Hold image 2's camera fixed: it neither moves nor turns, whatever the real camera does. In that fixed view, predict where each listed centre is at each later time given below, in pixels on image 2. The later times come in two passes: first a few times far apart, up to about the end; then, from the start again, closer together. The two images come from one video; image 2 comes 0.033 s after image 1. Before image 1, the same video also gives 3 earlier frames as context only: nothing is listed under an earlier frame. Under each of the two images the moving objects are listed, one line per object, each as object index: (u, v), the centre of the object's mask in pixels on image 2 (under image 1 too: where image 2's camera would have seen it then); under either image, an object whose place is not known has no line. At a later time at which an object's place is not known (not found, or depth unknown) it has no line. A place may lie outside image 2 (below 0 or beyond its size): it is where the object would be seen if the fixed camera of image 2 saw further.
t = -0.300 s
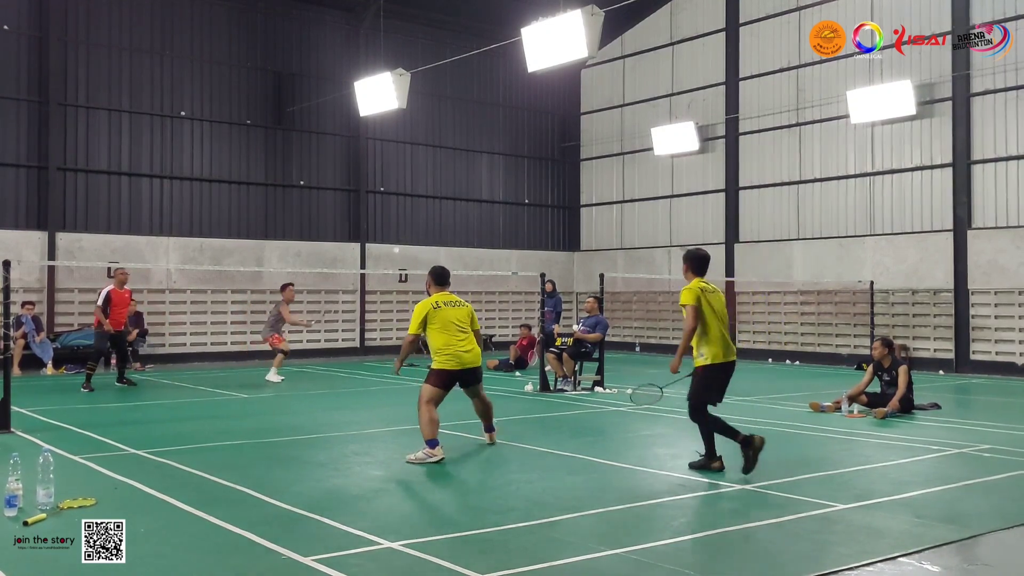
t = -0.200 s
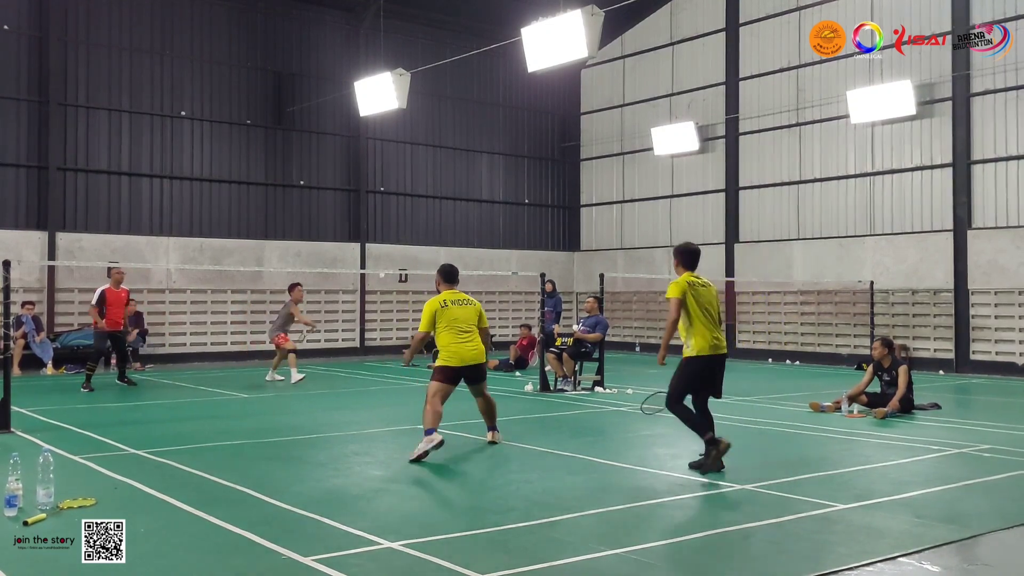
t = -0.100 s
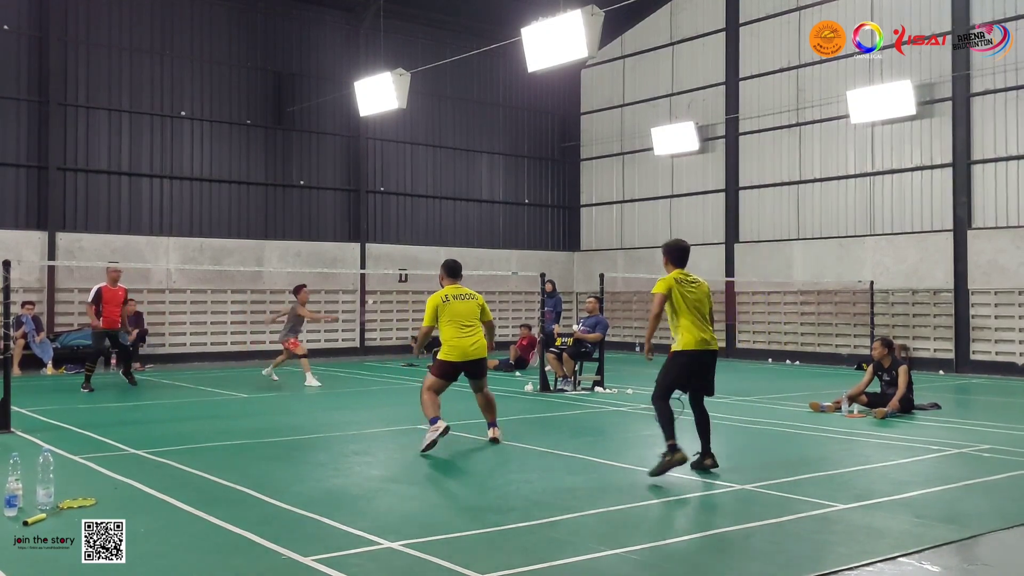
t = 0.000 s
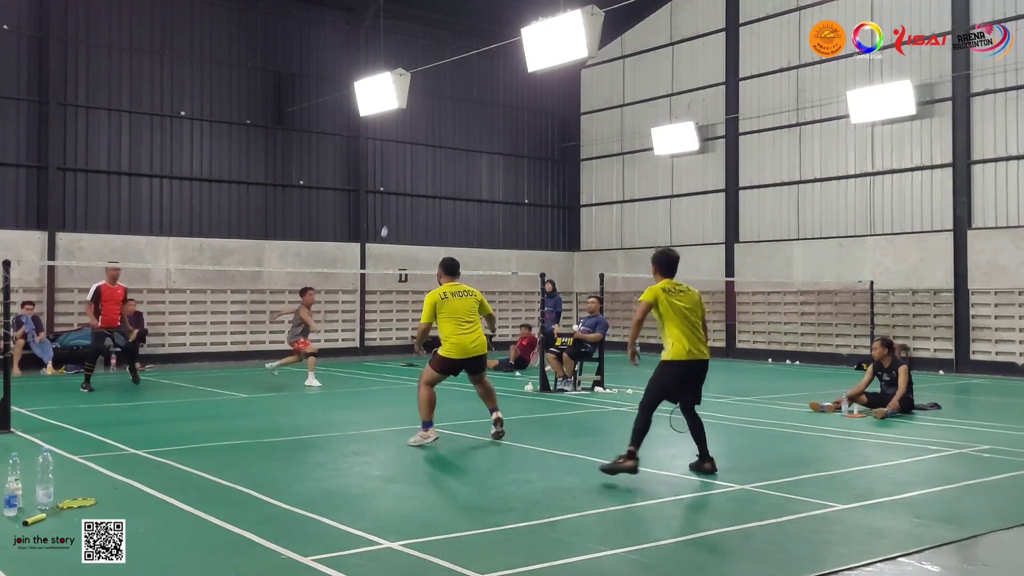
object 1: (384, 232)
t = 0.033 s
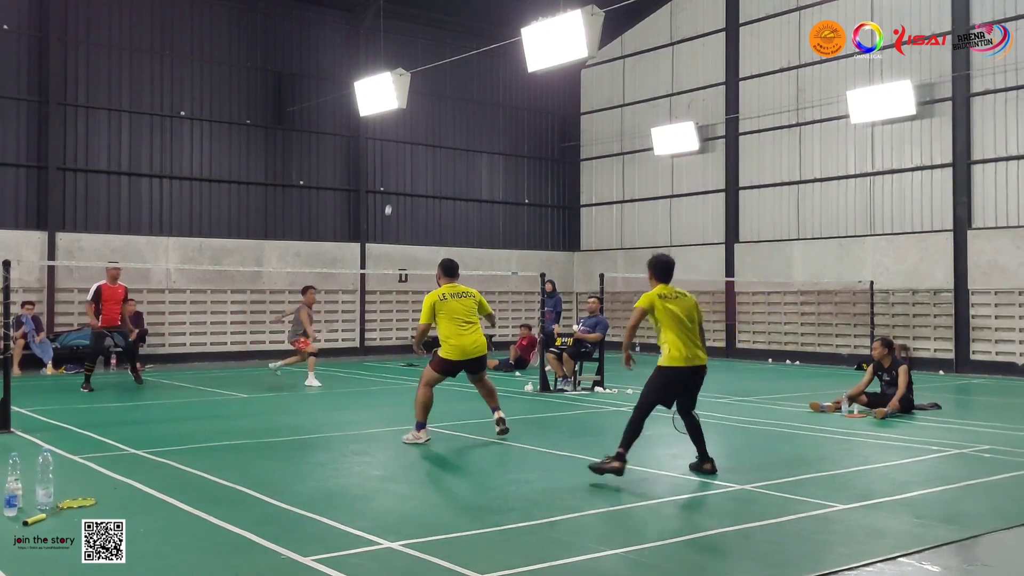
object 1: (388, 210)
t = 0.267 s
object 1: (409, 98)
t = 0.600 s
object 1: (431, 45)
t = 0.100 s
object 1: (395, 171)
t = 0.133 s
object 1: (398, 154)
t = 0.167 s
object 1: (401, 137)
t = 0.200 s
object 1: (403, 123)
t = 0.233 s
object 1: (406, 110)
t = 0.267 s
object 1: (409, 98)
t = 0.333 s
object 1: (414, 77)
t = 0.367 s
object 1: (416, 68)
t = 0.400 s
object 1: (419, 61)
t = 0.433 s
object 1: (420, 55)
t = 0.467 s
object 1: (423, 50)
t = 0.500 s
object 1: (425, 47)
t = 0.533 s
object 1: (427, 45)
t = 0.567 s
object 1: (429, 44)
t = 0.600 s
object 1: (431, 45)
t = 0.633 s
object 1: (433, 48)
